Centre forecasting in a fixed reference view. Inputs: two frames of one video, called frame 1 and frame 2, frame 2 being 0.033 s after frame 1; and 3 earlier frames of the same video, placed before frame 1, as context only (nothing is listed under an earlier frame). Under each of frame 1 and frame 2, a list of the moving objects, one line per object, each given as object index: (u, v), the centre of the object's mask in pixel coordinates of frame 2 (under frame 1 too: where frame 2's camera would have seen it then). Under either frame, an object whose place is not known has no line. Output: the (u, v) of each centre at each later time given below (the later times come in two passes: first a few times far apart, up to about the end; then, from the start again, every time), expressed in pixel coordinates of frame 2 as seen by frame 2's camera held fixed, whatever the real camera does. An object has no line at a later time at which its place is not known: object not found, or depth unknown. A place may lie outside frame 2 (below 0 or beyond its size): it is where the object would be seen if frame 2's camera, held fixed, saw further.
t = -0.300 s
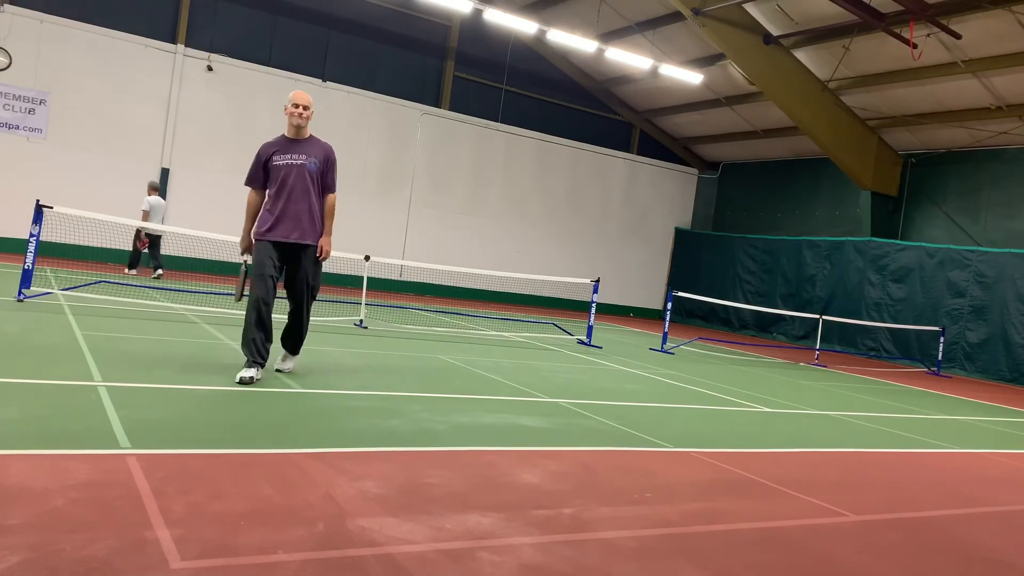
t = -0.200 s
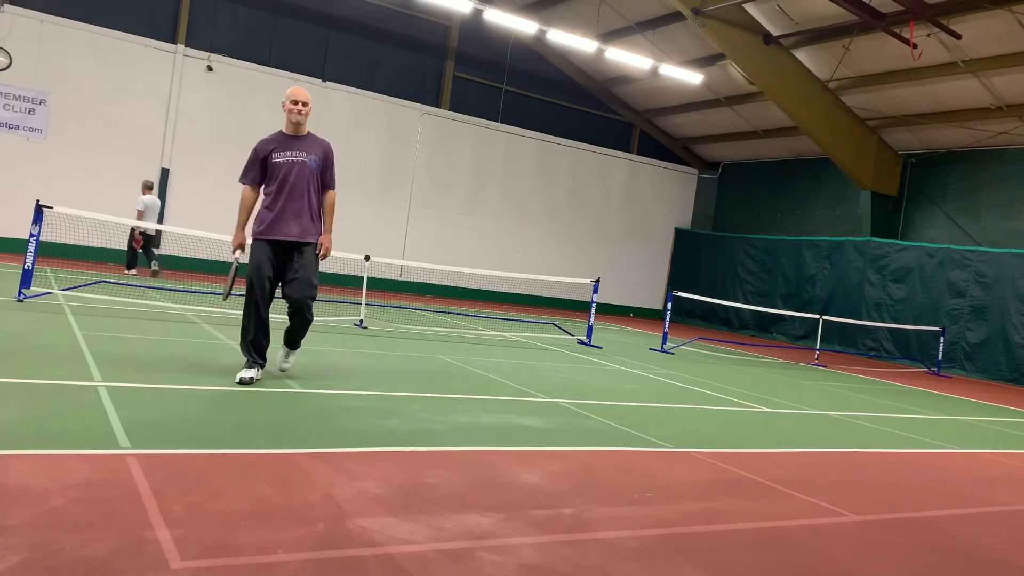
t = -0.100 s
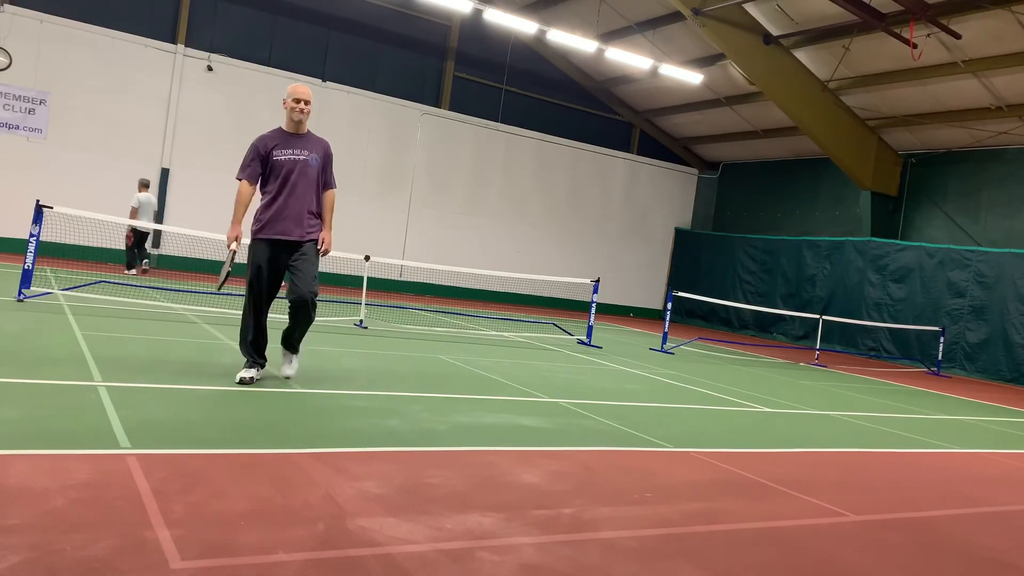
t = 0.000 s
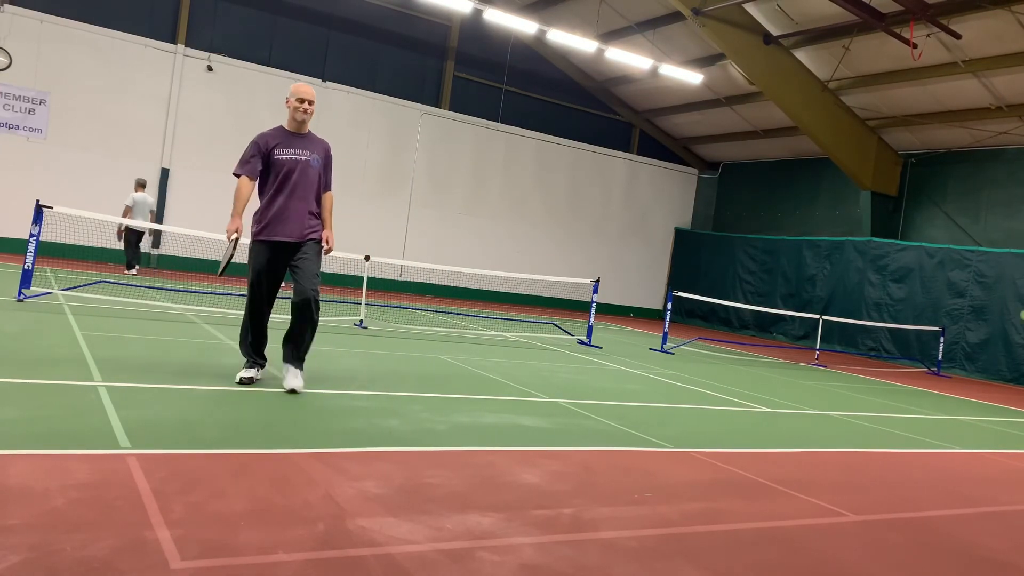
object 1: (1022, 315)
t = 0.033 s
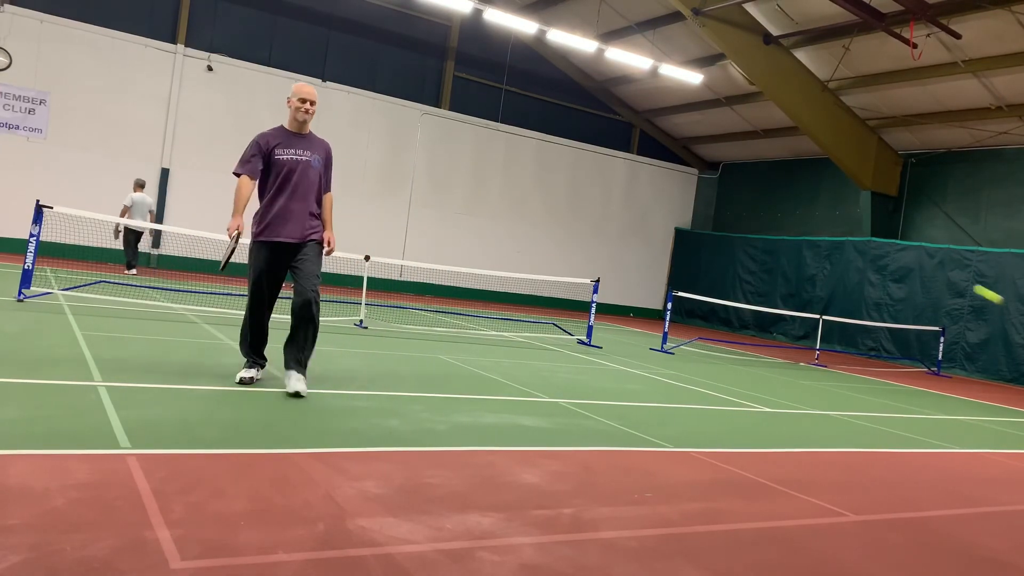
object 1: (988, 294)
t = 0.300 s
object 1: (718, 186)
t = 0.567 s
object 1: (556, 181)
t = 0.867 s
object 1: (435, 233)
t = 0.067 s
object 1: (944, 271)
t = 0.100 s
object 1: (904, 252)
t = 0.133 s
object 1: (867, 235)
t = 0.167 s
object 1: (833, 221)
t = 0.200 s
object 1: (801, 209)
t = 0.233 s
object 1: (772, 200)
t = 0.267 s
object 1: (744, 192)
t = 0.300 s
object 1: (718, 186)
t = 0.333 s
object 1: (694, 181)
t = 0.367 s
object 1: (671, 179)
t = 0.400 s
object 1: (649, 176)
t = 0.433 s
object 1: (629, 176)
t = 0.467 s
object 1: (609, 176)
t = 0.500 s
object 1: (591, 177)
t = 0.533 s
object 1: (573, 179)
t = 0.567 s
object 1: (556, 181)
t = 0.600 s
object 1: (541, 185)
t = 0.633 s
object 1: (525, 189)
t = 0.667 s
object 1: (511, 193)
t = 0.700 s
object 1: (497, 199)
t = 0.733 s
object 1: (484, 205)
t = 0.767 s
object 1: (471, 211)
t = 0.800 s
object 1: (459, 218)
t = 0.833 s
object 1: (446, 225)
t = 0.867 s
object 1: (435, 233)
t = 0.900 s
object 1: (424, 242)
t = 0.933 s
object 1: (413, 250)
